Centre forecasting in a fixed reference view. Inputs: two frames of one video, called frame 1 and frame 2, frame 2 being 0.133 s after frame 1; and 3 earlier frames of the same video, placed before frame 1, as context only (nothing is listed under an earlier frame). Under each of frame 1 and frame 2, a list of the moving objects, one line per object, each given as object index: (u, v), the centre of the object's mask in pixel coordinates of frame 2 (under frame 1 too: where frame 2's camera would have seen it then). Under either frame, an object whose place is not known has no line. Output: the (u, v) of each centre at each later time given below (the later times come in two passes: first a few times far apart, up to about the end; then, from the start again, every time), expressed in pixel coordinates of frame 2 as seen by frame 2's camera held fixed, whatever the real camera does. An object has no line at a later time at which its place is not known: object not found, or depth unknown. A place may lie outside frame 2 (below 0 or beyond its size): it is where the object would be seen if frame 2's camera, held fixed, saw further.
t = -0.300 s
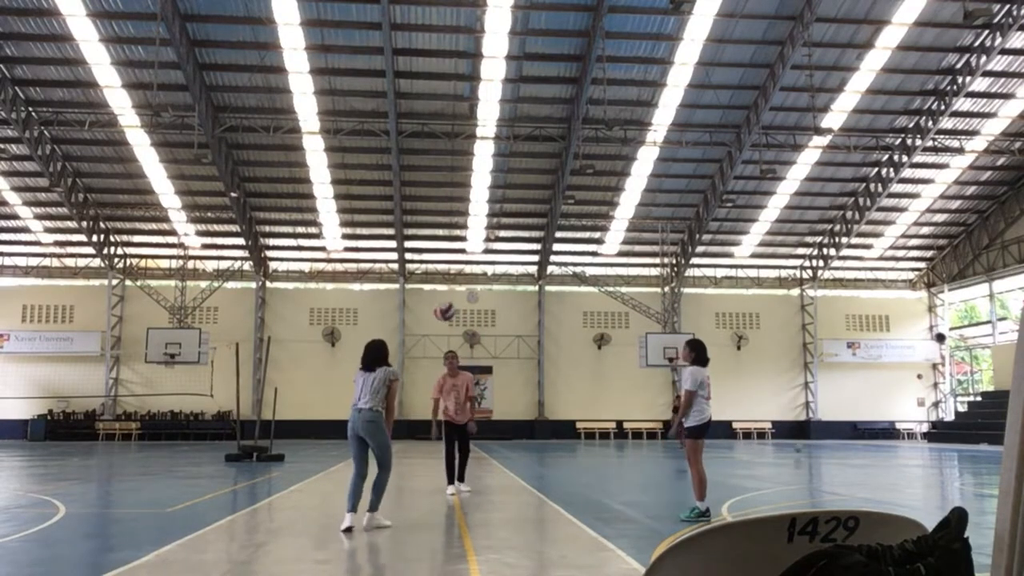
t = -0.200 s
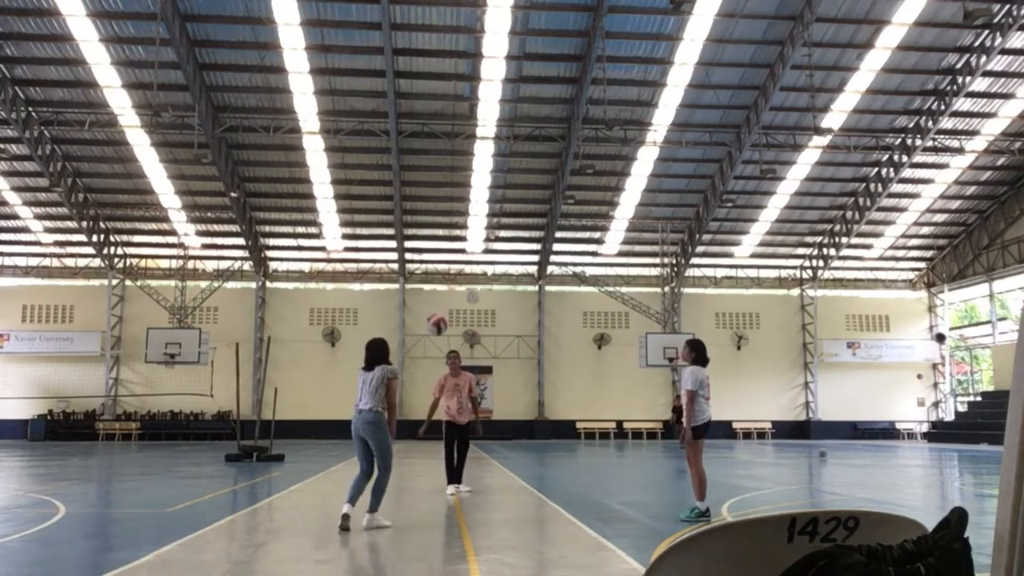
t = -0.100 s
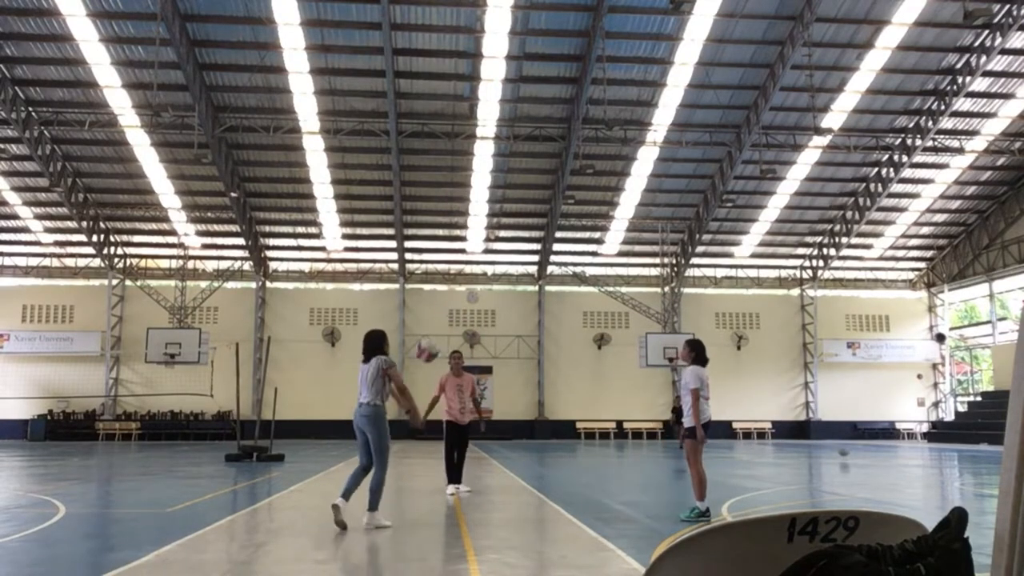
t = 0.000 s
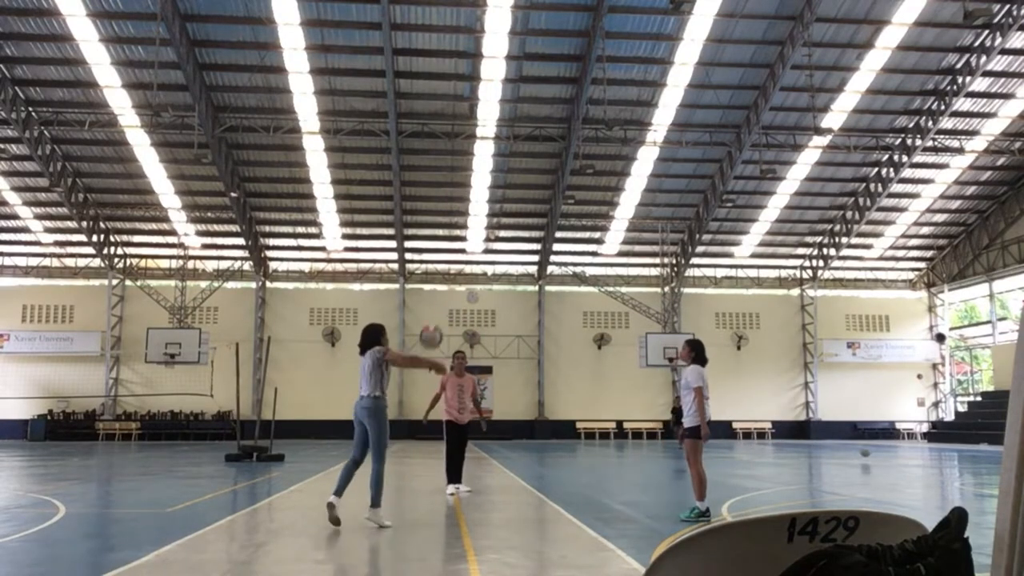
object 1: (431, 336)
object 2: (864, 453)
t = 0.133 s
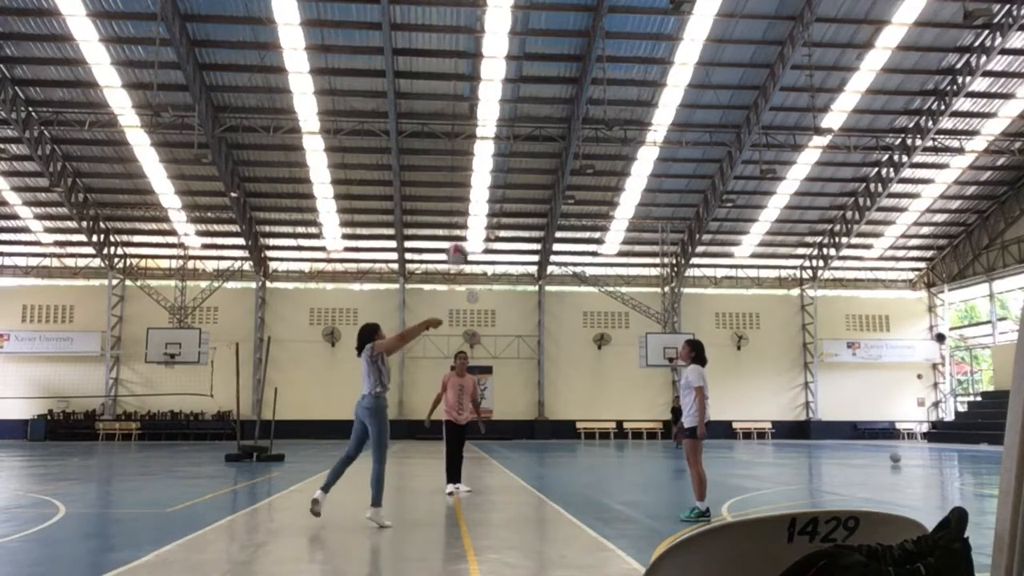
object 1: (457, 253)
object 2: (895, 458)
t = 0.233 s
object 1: (475, 208)
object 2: (916, 457)
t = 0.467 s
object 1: (513, 149)
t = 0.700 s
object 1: (549, 148)
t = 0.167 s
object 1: (463, 237)
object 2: (902, 457)
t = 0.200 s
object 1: (468, 222)
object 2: (909, 457)
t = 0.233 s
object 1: (475, 208)
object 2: (916, 457)
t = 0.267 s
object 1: (480, 196)
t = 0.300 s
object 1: (487, 186)
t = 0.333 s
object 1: (493, 176)
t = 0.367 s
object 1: (498, 166)
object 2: (946, 460)
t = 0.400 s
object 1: (503, 160)
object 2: (954, 460)
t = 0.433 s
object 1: (508, 154)
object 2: (962, 460)
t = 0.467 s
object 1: (513, 149)
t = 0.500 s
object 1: (518, 146)
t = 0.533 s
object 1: (523, 144)
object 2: (987, 465)
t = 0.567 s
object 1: (528, 143)
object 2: (995, 464)
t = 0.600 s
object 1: (534, 143)
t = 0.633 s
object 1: (539, 144)
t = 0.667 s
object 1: (543, 145)
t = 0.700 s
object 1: (549, 148)
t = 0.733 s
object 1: (554, 153)
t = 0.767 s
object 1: (558, 158)
